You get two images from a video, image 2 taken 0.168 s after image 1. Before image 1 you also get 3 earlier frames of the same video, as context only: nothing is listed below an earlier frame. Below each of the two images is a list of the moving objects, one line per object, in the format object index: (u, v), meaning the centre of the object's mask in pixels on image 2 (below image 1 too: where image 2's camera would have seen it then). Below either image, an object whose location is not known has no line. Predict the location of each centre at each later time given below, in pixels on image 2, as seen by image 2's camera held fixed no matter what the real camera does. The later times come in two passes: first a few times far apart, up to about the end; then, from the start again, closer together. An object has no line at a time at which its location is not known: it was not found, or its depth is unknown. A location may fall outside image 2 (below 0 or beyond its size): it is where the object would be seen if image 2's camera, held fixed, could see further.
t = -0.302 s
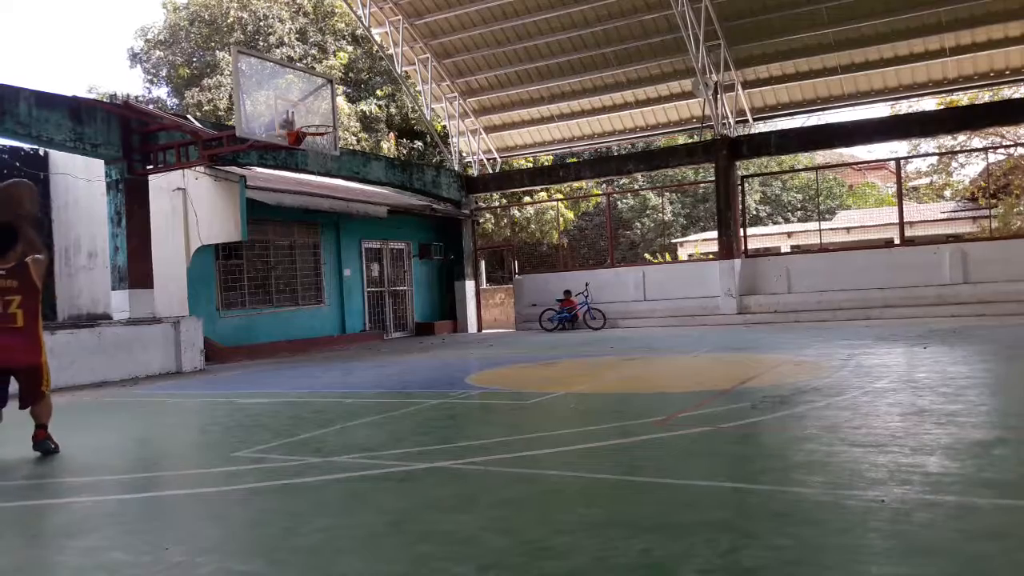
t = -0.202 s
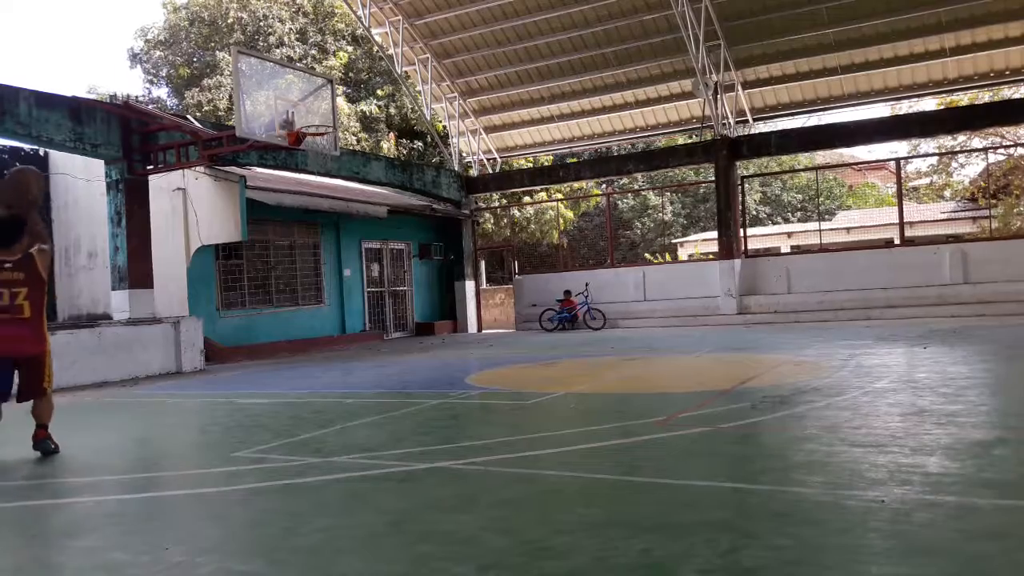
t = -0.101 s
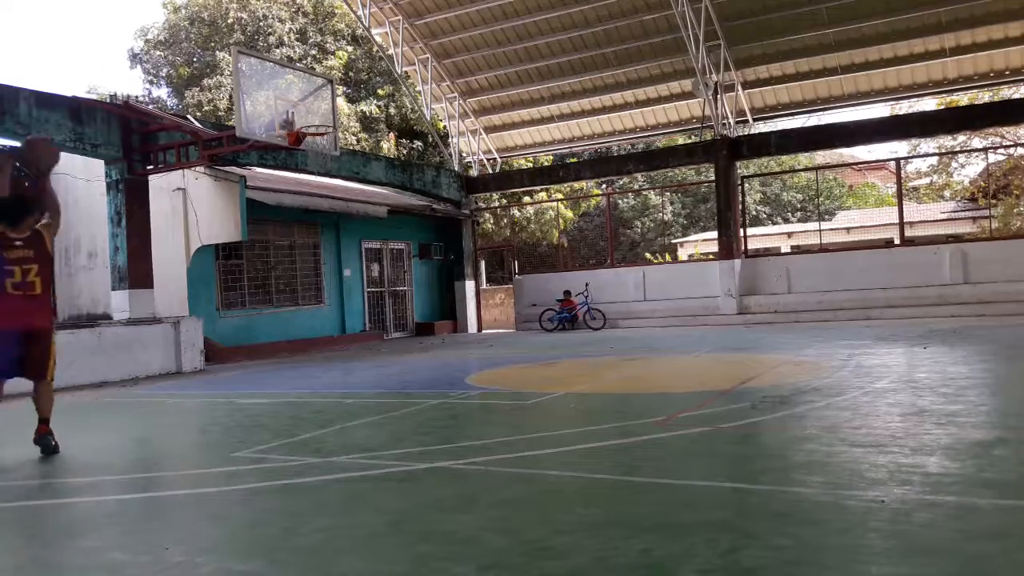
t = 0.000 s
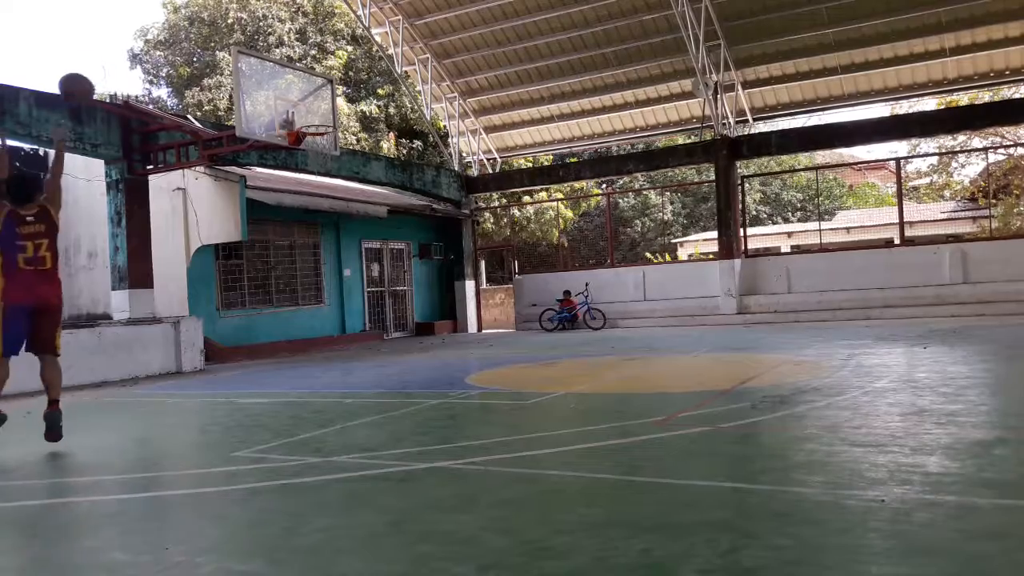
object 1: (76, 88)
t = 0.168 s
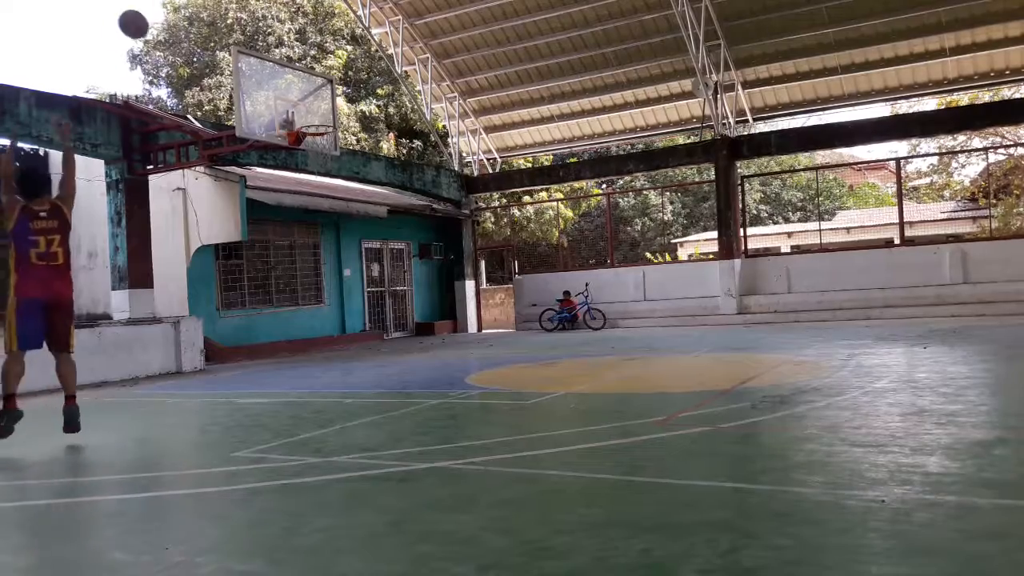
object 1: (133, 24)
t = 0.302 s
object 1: (171, 8)
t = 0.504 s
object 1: (217, 10)
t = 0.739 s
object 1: (268, 66)
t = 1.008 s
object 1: (324, 125)
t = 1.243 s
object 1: (293, 116)
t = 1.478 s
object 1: (278, 139)
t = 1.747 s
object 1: (299, 212)
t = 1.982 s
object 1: (326, 330)
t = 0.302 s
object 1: (171, 8)
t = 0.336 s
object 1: (179, 7)
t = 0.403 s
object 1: (196, 6)
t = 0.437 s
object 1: (204, 7)
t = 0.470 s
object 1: (210, 8)
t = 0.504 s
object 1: (217, 10)
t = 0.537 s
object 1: (225, 14)
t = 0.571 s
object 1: (231, 19)
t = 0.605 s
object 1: (238, 25)
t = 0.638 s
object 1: (244, 31)
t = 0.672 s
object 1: (257, 47)
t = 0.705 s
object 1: (263, 57)
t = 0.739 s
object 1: (268, 66)
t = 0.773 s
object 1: (273, 76)
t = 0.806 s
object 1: (281, 84)
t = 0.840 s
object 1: (289, 90)
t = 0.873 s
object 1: (298, 97)
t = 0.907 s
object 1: (306, 105)
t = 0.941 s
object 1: (314, 113)
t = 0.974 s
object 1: (323, 123)
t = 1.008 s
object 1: (324, 125)
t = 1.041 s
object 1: (323, 123)
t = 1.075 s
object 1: (318, 121)
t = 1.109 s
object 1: (311, 119)
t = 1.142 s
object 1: (307, 117)
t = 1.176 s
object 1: (302, 116)
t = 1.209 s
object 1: (297, 116)
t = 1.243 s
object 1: (293, 116)
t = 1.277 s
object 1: (288, 118)
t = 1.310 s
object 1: (284, 119)
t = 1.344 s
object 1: (280, 122)
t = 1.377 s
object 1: (276, 126)
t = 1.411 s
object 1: (272, 131)
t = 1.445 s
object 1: (274, 136)
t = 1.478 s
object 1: (278, 139)
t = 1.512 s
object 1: (281, 143)
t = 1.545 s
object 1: (285, 156)
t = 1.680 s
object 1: (295, 191)
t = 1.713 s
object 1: (298, 200)
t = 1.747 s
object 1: (299, 212)
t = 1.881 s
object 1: (315, 274)
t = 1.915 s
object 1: (318, 291)
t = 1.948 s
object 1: (322, 309)
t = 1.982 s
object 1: (326, 330)
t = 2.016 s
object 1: (329, 350)
